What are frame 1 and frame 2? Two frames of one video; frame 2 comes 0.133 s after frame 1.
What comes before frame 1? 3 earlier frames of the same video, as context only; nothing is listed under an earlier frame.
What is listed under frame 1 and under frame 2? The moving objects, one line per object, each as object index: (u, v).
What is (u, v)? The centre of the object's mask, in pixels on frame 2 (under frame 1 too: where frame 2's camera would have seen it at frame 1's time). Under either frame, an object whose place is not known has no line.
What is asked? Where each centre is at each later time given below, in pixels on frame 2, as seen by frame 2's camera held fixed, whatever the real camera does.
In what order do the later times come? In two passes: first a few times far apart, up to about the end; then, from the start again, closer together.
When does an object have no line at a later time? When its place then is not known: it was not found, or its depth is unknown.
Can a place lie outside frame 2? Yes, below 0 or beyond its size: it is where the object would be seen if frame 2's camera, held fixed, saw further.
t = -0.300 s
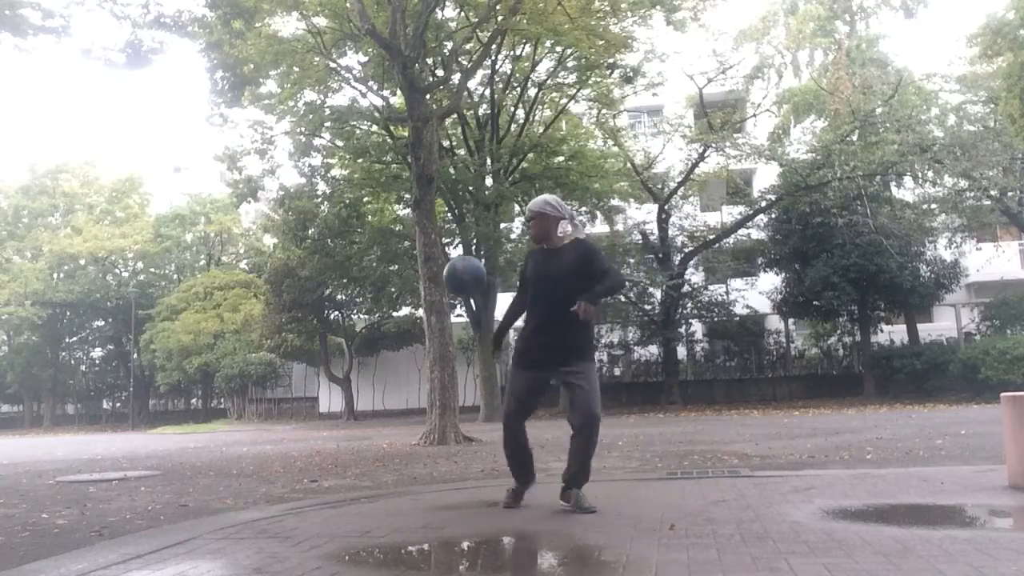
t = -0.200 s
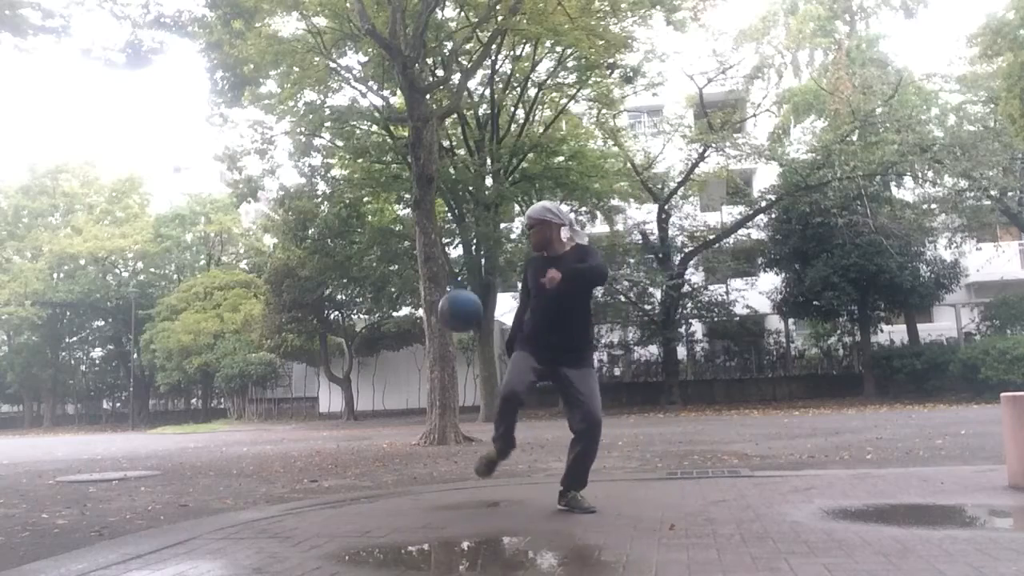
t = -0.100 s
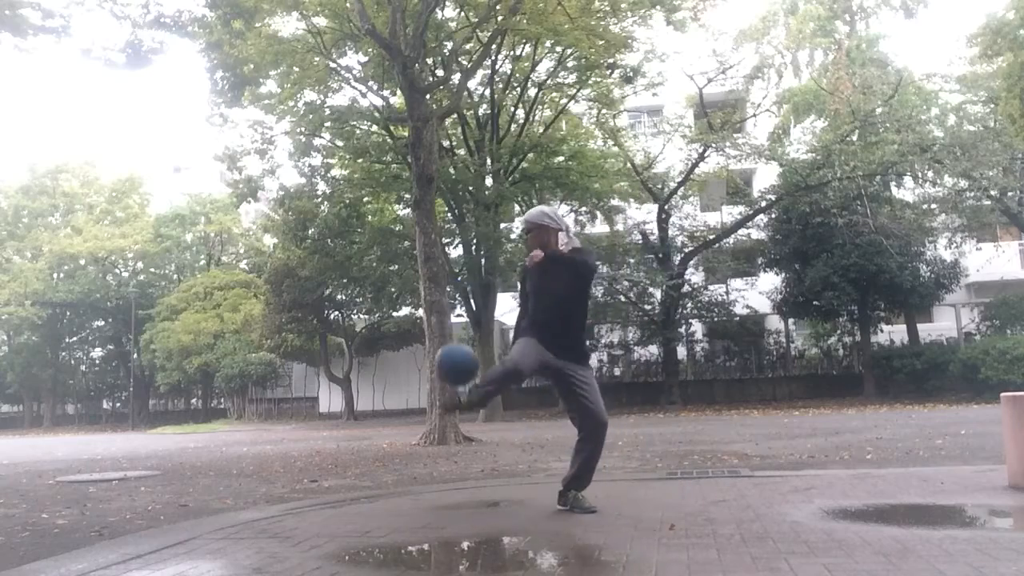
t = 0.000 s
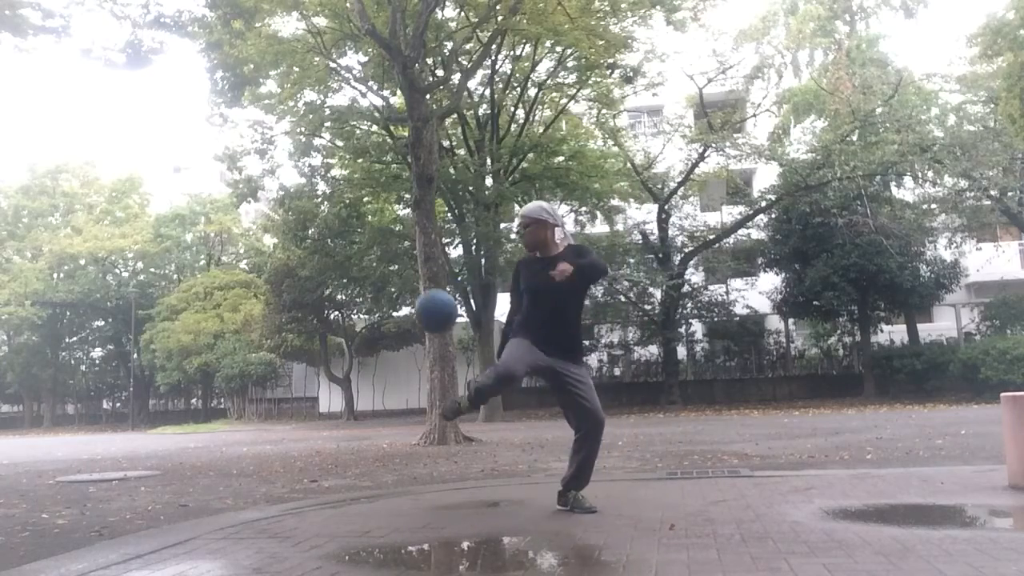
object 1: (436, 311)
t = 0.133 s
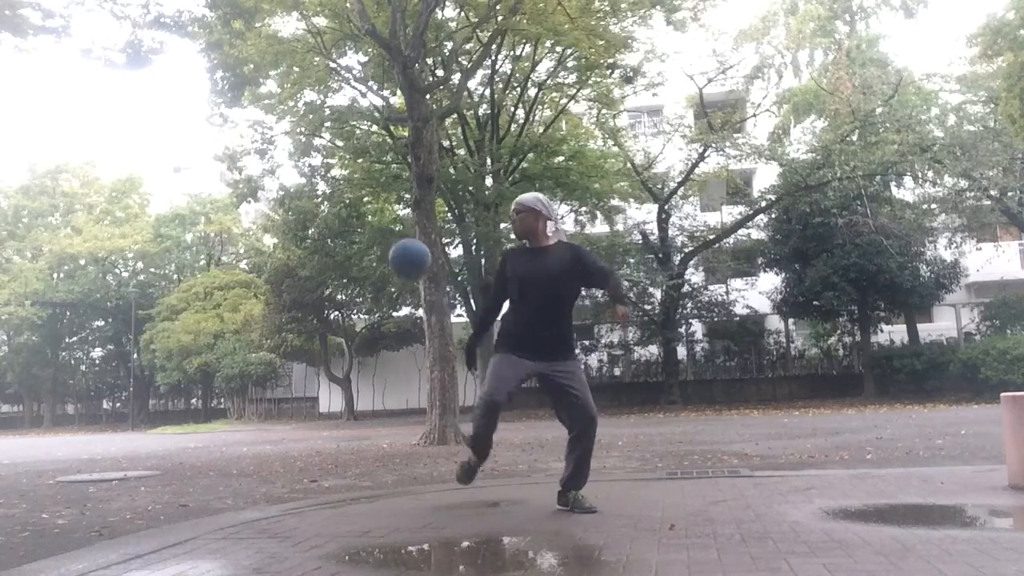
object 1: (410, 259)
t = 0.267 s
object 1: (388, 243)
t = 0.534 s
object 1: (347, 301)
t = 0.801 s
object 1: (313, 467)
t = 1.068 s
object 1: (278, 357)
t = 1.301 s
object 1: (252, 335)
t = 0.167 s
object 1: (404, 251)
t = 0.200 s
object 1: (397, 247)
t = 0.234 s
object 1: (392, 243)
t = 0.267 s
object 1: (388, 243)
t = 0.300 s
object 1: (381, 243)
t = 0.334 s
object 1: (377, 247)
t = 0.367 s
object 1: (371, 251)
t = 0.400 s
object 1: (366, 258)
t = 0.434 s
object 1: (360, 264)
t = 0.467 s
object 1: (356, 276)
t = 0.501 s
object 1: (350, 289)
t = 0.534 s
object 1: (347, 301)
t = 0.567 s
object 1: (342, 317)
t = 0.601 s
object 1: (338, 333)
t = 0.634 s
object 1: (333, 351)
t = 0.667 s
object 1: (328, 370)
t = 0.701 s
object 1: (325, 391)
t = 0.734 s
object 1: (321, 415)
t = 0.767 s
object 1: (316, 440)
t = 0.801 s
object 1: (313, 467)
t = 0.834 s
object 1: (308, 478)
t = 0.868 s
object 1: (304, 454)
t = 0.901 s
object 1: (299, 431)
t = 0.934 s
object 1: (293, 412)
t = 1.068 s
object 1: (278, 357)
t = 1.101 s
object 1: (275, 349)
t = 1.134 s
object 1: (271, 343)
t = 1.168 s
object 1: (266, 337)
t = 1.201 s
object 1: (264, 336)
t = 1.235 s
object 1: (259, 333)
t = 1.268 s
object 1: (255, 334)
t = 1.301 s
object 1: (252, 335)
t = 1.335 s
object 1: (247, 339)
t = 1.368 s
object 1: (245, 343)
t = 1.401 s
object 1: (241, 350)
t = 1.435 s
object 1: (237, 359)
